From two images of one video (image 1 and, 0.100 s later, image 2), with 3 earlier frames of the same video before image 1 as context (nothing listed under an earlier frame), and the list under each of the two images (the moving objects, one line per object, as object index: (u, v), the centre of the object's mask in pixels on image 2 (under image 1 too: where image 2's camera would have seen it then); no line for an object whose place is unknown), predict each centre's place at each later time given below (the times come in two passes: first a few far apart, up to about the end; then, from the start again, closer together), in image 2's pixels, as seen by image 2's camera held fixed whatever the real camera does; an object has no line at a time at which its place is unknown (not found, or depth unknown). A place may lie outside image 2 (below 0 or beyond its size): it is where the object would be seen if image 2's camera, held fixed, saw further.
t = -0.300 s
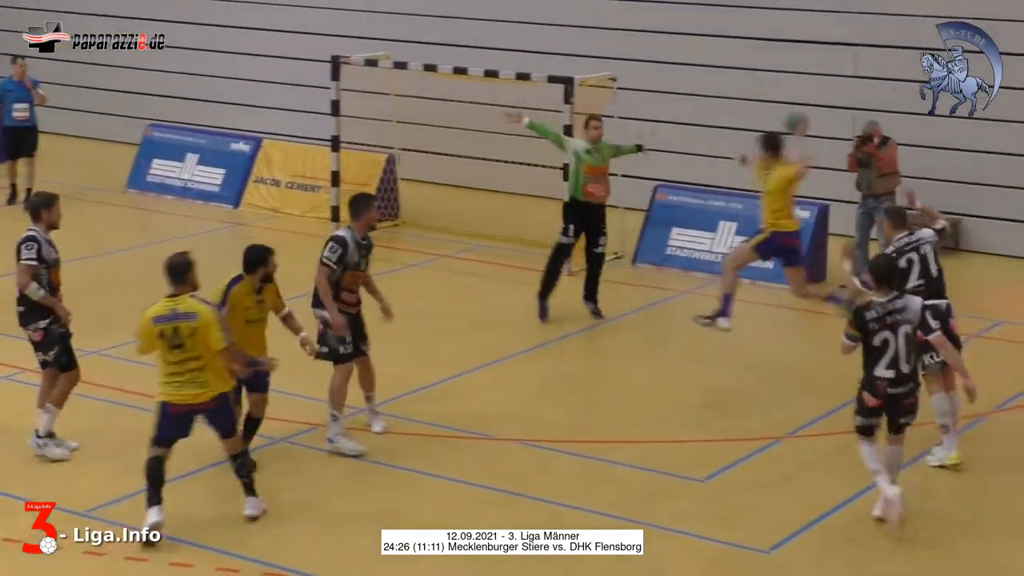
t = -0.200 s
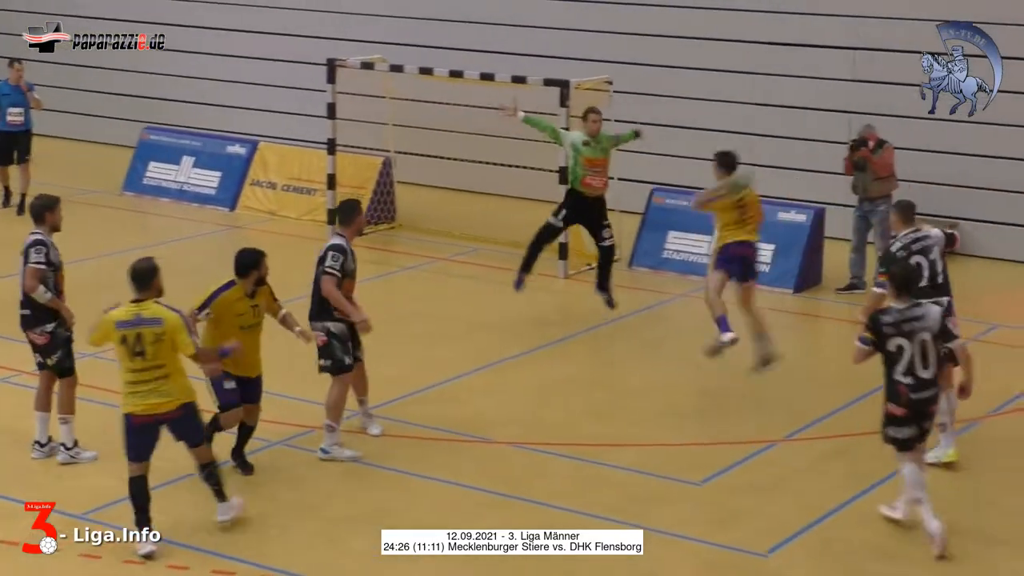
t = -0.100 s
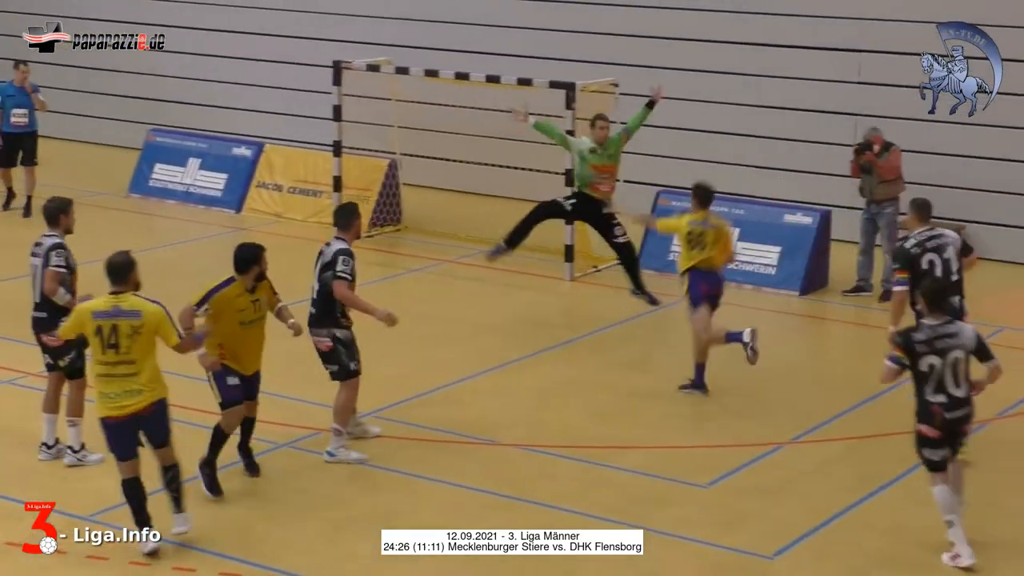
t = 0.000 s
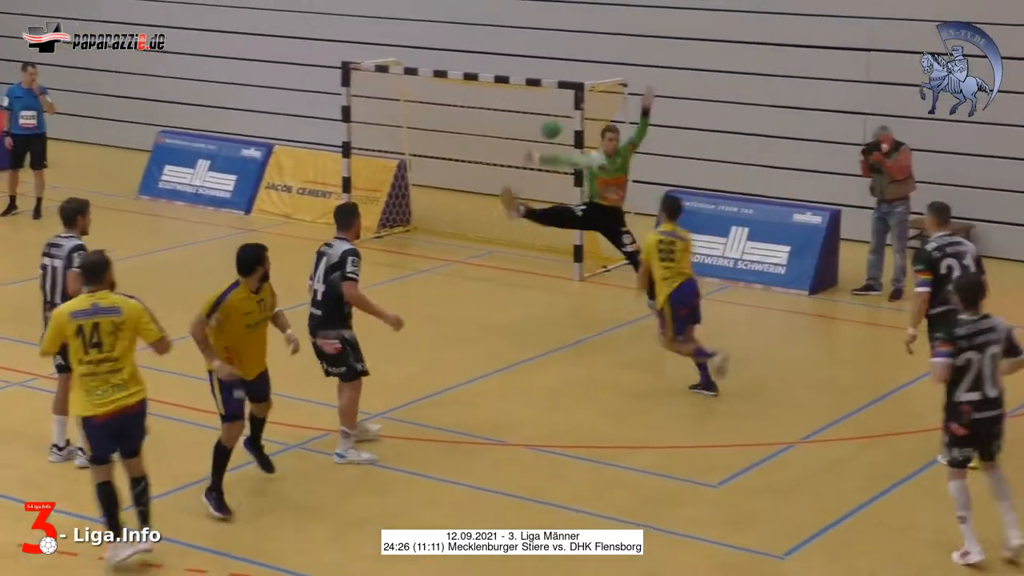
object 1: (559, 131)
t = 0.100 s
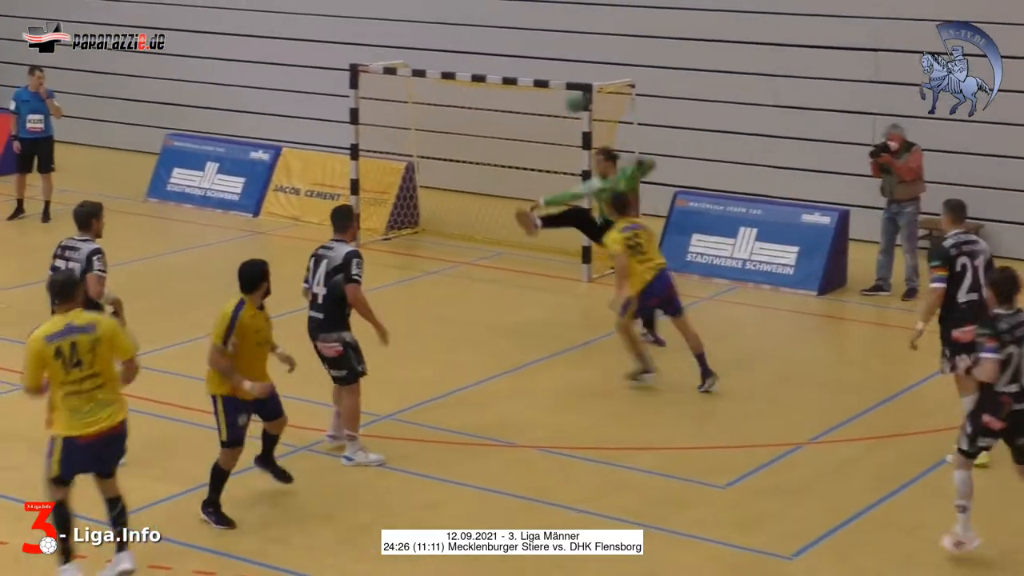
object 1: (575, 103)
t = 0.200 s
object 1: (593, 84)
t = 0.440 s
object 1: (635, 84)
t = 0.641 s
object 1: (672, 137)
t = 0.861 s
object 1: (714, 252)
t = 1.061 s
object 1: (751, 403)
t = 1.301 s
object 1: (755, 318)
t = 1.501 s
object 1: (757, 298)
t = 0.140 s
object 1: (583, 93)
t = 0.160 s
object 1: (586, 90)
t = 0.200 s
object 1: (593, 84)
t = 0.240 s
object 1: (600, 79)
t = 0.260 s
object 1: (604, 78)
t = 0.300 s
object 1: (611, 76)
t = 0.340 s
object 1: (618, 76)
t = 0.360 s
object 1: (622, 77)
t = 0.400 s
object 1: (629, 79)
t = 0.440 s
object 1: (635, 84)
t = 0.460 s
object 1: (639, 87)
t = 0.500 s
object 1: (646, 94)
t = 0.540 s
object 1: (654, 104)
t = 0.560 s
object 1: (658, 110)
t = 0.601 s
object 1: (665, 123)
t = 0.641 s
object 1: (672, 137)
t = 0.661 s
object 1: (676, 144)
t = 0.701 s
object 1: (684, 163)
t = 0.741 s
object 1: (691, 180)
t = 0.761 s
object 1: (695, 192)
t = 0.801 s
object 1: (703, 216)
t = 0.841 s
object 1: (709, 238)
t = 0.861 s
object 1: (714, 252)
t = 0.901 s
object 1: (721, 279)
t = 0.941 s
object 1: (728, 309)
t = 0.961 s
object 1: (732, 325)
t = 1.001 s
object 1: (740, 357)
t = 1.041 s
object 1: (749, 391)
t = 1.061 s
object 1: (751, 403)
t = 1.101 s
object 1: (751, 386)
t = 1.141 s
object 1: (752, 368)
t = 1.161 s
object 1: (752, 360)
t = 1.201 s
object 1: (753, 346)
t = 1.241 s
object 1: (754, 334)
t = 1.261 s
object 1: (754, 328)
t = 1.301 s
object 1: (755, 318)
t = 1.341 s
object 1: (756, 310)
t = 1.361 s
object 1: (755, 307)
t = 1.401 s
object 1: (757, 302)
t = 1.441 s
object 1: (756, 299)
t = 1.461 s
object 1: (757, 298)
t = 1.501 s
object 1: (757, 298)
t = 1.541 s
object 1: (757, 298)
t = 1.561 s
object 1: (757, 300)
